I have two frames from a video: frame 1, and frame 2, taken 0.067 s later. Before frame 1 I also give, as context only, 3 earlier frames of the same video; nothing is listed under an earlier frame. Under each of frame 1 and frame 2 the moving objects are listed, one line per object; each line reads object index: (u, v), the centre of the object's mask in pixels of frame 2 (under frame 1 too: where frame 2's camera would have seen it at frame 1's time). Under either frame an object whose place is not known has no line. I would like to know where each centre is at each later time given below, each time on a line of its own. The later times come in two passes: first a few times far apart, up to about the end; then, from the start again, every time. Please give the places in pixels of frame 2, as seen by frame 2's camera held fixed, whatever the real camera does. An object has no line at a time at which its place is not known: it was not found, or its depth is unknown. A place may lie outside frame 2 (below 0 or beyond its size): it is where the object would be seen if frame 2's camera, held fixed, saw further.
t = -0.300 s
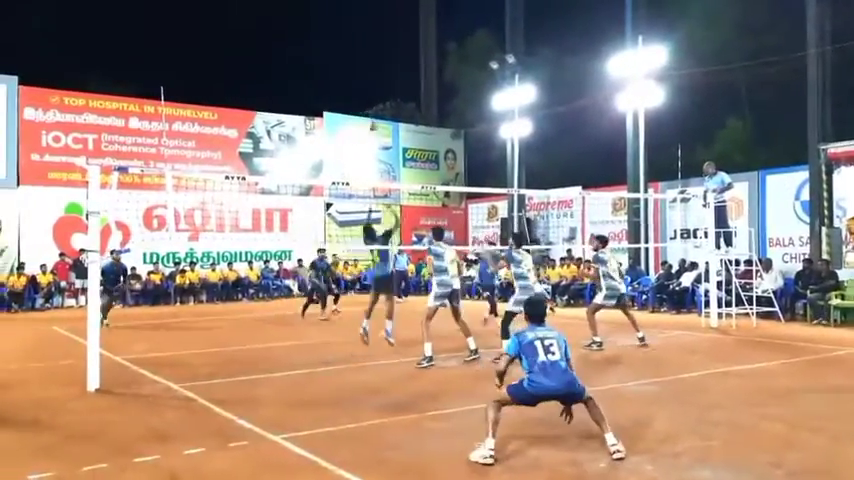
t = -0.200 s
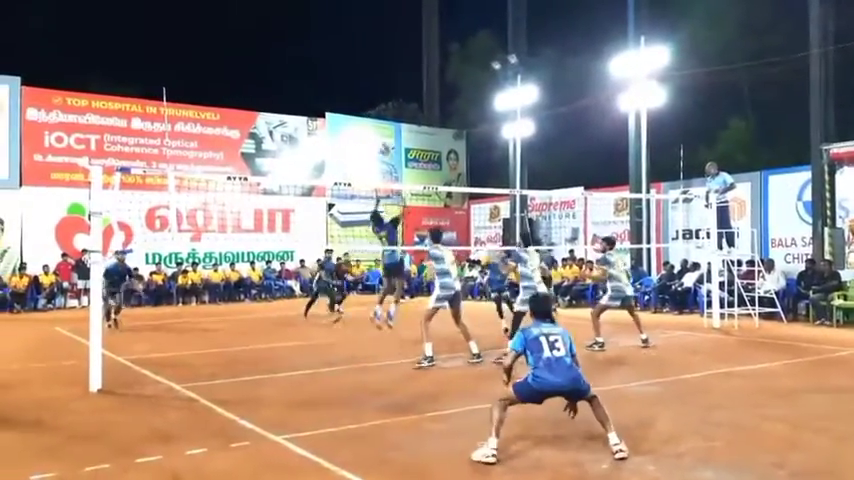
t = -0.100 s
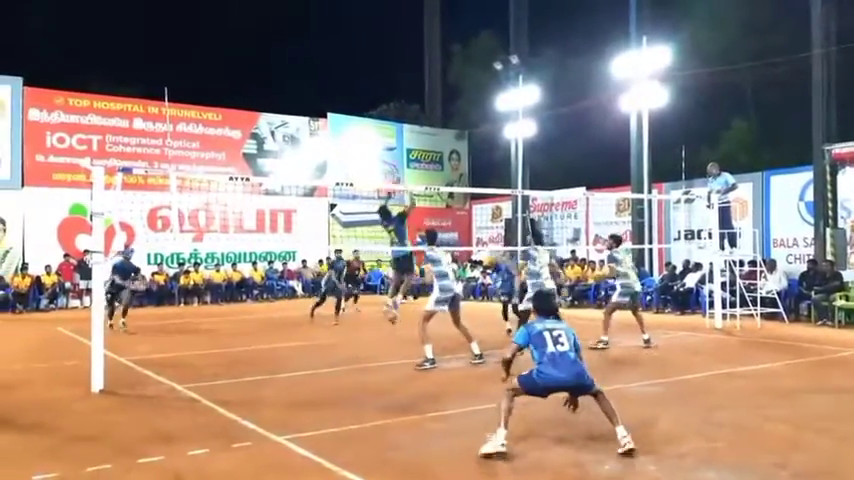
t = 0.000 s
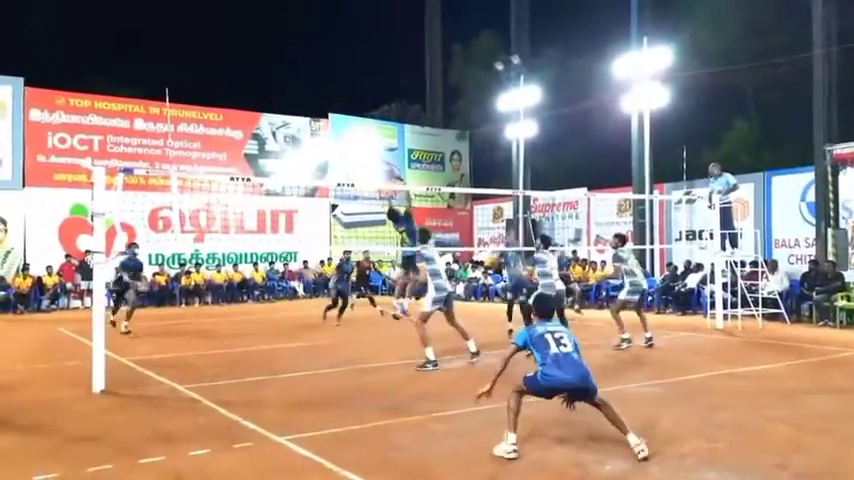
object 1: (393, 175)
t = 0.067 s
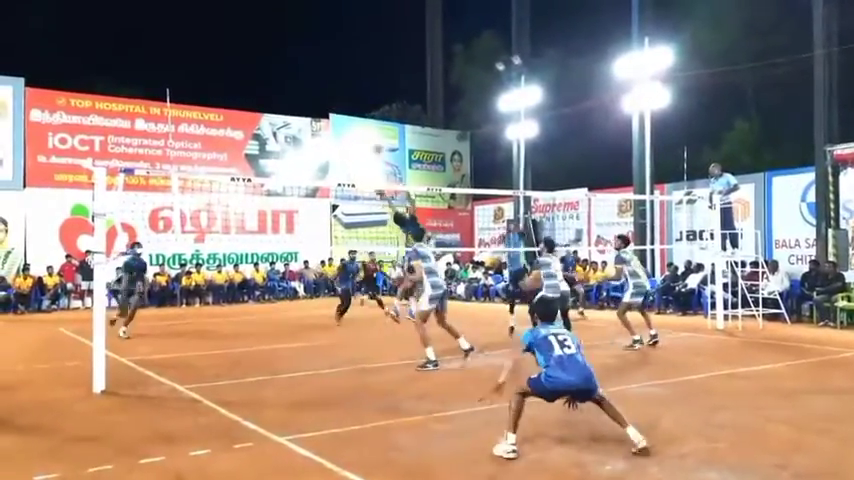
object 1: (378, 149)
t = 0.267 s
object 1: (337, 94)
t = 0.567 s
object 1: (276, 59)
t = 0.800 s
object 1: (228, 73)
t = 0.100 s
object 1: (369, 133)
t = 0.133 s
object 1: (364, 128)
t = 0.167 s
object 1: (357, 116)
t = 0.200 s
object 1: (350, 107)
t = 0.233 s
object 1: (344, 101)
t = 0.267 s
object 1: (337, 94)
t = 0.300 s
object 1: (330, 87)
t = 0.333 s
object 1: (323, 82)
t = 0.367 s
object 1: (316, 76)
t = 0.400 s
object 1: (310, 72)
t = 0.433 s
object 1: (303, 68)
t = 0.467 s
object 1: (296, 65)
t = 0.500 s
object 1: (289, 62)
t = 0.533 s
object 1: (282, 60)
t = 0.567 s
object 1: (276, 59)
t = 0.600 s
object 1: (269, 59)
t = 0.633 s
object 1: (262, 60)
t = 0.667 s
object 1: (255, 61)
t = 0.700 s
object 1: (248, 63)
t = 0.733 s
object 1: (241, 66)
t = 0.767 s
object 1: (234, 69)
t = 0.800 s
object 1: (228, 73)
